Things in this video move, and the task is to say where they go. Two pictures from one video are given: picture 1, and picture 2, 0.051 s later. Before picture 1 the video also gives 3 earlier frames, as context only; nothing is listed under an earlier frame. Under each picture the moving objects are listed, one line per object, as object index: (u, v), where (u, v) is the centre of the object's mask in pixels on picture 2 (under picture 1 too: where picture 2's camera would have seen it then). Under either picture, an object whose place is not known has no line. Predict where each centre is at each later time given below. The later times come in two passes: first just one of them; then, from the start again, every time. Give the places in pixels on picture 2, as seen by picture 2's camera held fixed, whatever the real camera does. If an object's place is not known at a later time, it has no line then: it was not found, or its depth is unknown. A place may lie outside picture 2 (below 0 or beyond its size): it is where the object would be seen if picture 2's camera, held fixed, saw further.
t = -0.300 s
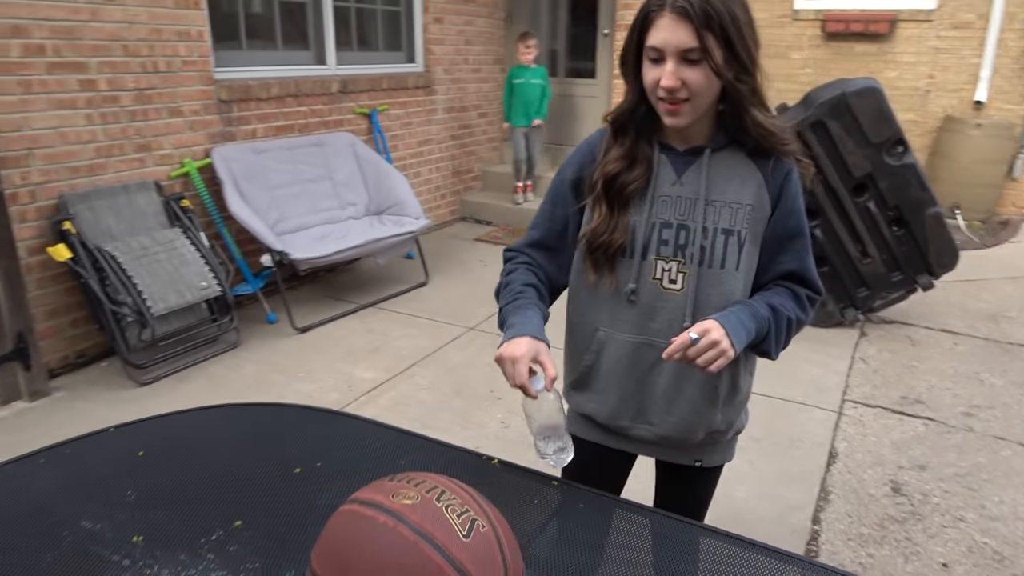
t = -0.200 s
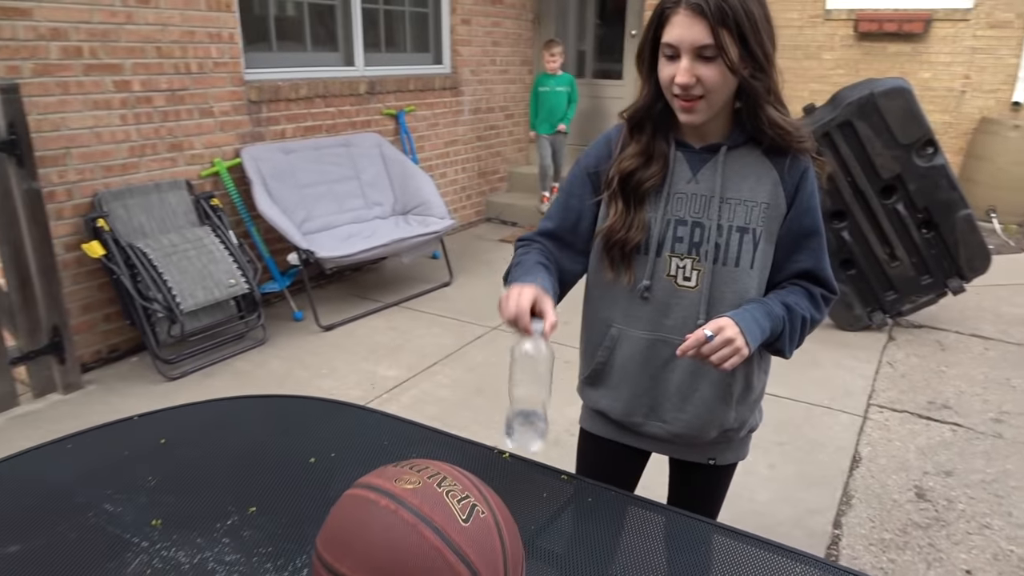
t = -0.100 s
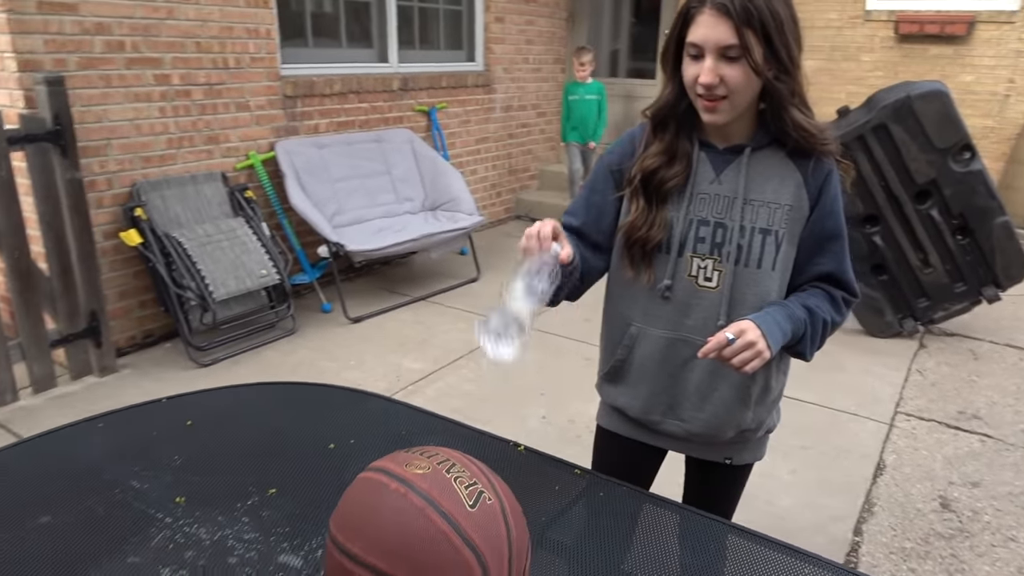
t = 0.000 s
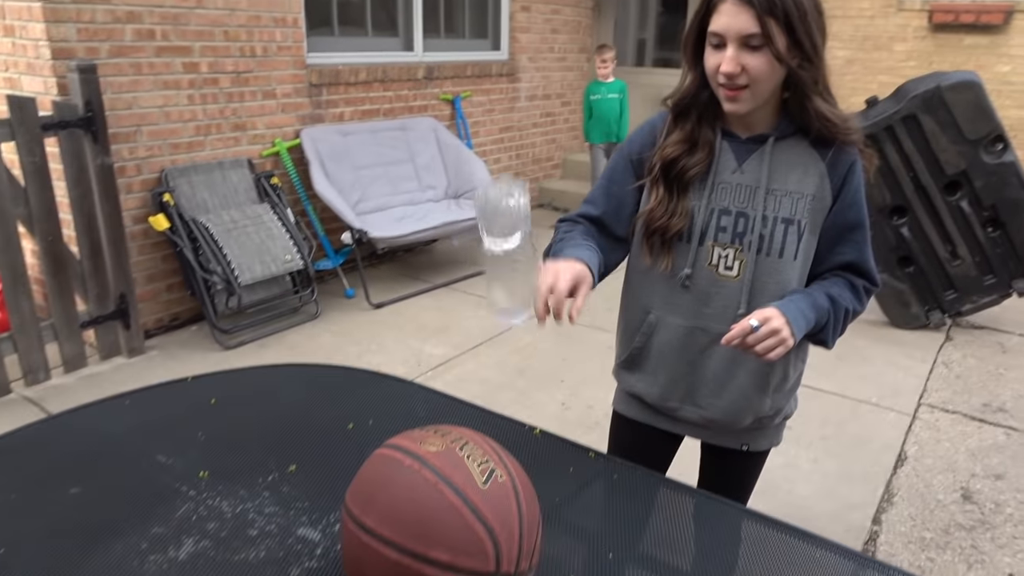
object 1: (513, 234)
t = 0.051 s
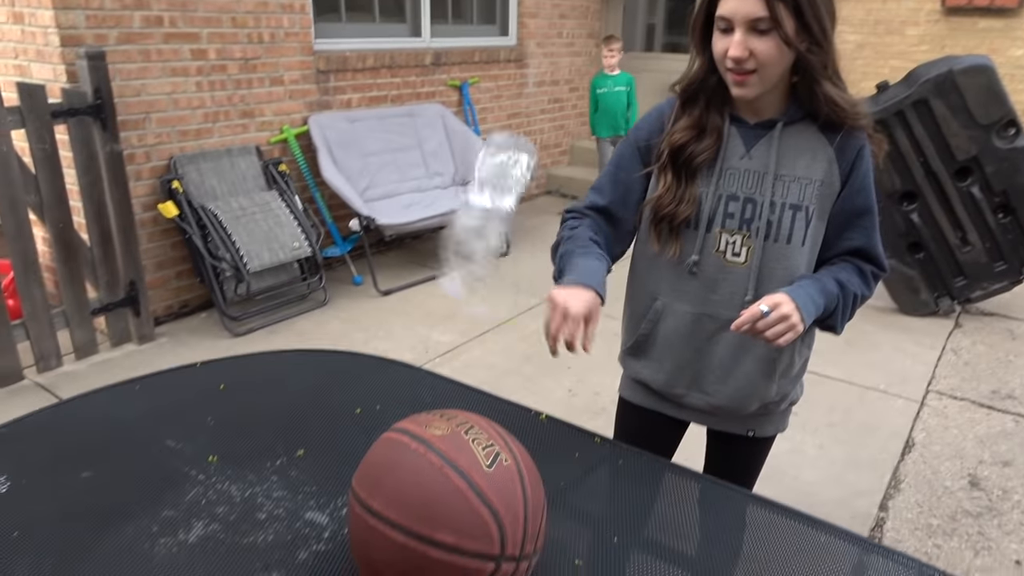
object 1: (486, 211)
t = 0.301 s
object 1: (446, 339)
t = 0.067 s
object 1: (477, 201)
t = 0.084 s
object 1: (472, 192)
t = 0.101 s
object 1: (472, 179)
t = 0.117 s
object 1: (474, 169)
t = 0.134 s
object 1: (463, 166)
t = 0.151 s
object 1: (460, 167)
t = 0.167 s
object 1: (458, 173)
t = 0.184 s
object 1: (457, 184)
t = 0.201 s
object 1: (455, 196)
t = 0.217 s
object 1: (453, 212)
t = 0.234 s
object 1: (449, 231)
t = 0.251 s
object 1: (447, 253)
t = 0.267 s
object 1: (445, 277)
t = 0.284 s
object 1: (445, 312)
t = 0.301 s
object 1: (446, 339)
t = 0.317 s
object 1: (447, 358)
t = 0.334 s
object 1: (446, 358)
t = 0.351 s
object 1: (445, 359)
